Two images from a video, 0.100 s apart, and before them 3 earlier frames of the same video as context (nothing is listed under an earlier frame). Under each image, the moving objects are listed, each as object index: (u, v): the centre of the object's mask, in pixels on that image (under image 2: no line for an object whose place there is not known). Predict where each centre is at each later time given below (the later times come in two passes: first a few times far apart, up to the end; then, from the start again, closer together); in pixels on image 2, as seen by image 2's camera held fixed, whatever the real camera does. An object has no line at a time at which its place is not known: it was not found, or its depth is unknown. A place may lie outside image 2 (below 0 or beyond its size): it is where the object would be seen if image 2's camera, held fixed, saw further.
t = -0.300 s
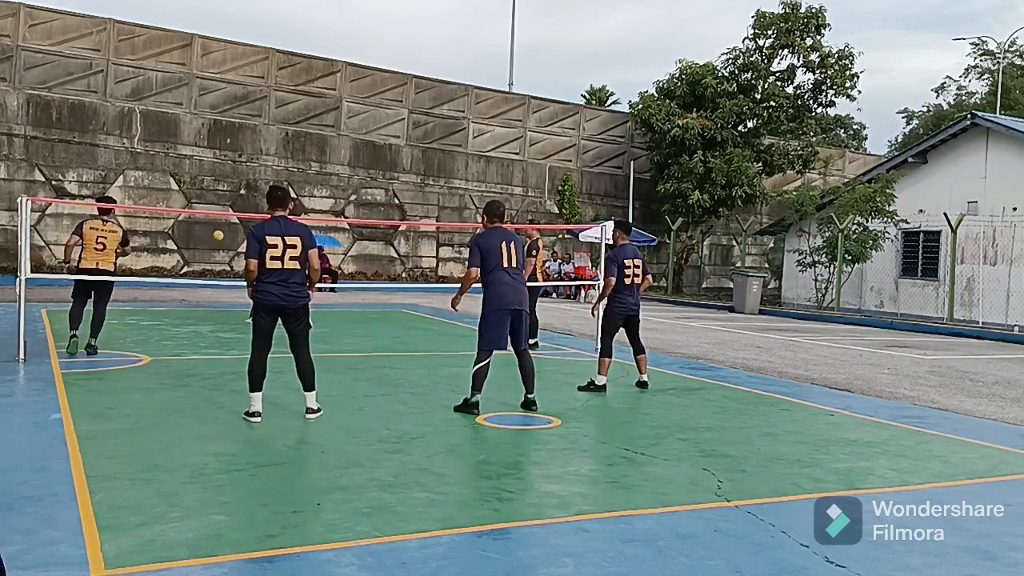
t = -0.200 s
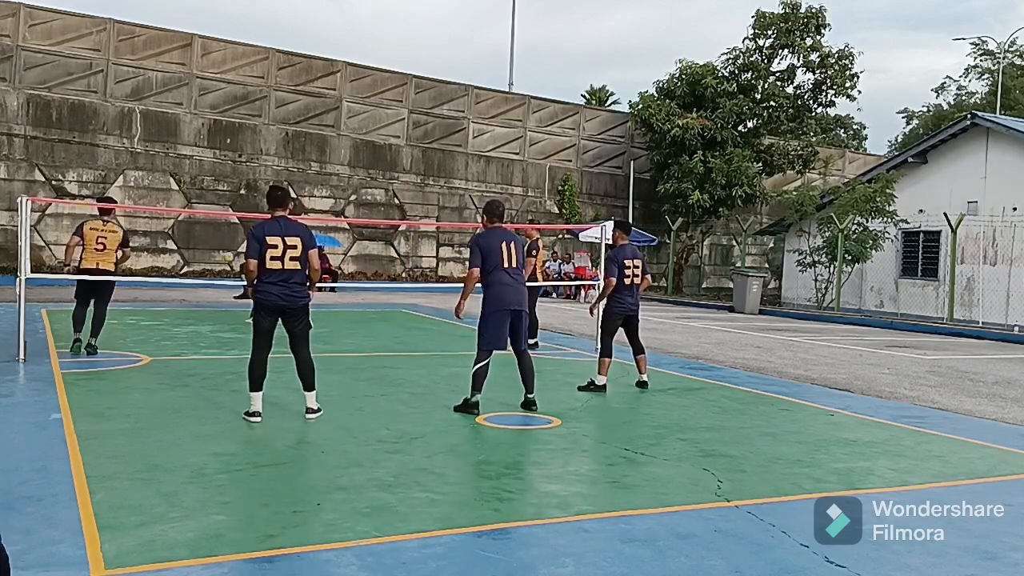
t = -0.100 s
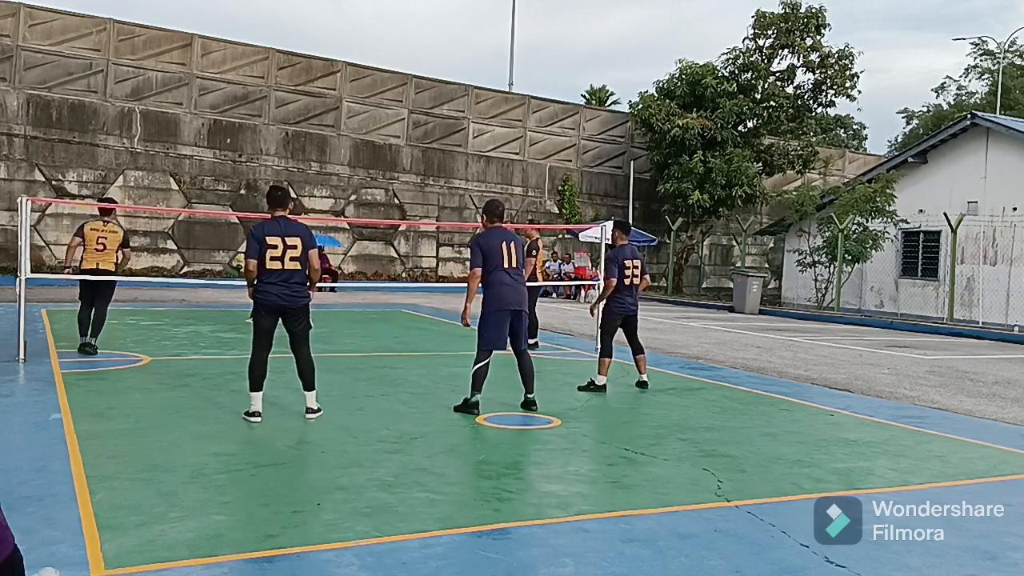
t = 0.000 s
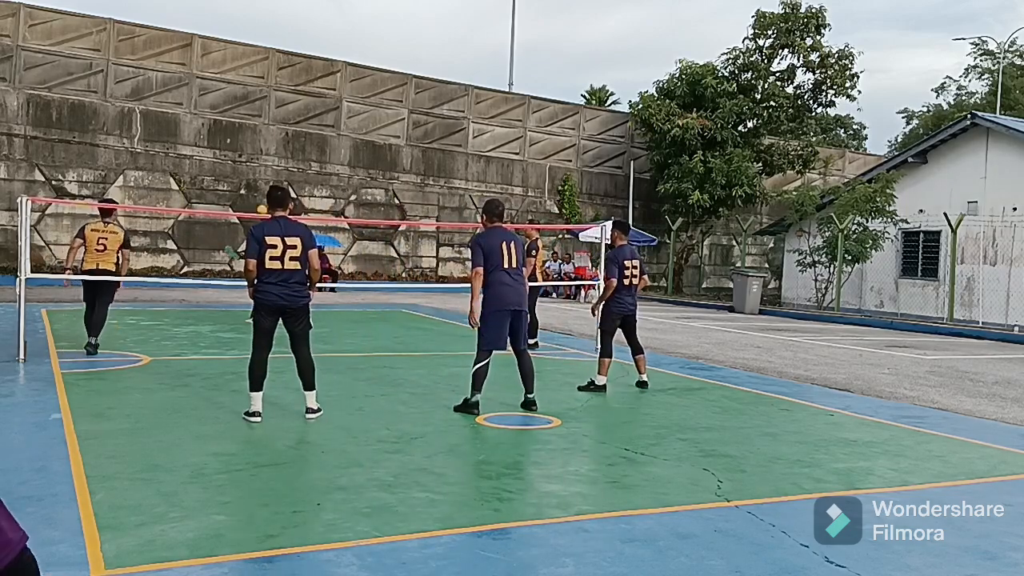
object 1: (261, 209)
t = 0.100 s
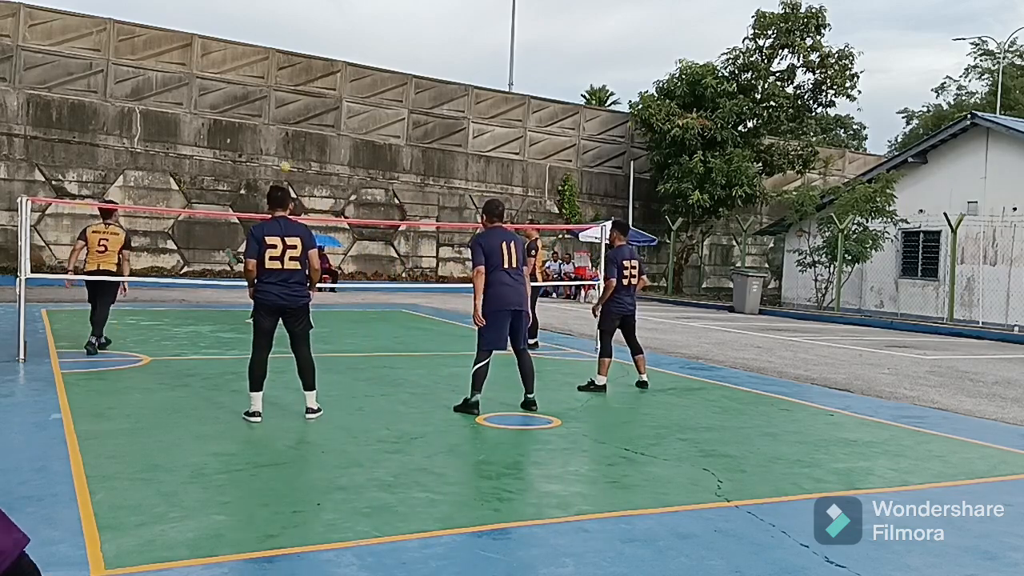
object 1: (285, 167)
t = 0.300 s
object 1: (336, 95)
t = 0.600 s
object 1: (424, 35)
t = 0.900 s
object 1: (532, 55)
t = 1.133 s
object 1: (629, 146)
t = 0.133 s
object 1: (293, 153)
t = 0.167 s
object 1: (300, 140)
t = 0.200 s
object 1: (309, 128)
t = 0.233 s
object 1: (317, 116)
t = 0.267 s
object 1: (327, 105)
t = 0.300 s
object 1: (336, 95)
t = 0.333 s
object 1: (344, 85)
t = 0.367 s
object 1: (353, 76)
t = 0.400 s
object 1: (363, 68)
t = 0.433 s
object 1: (372, 61)
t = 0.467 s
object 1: (382, 54)
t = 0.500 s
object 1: (392, 48)
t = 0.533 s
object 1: (403, 43)
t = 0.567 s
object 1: (414, 39)
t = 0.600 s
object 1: (424, 35)
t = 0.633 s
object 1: (435, 33)
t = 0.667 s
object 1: (447, 32)
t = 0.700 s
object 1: (458, 32)
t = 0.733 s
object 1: (470, 33)
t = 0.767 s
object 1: (482, 34)
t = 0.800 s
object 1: (494, 38)
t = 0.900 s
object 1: (532, 55)
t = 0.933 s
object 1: (545, 64)
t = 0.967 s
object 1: (559, 73)
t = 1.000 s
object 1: (572, 85)
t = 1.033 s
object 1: (587, 98)
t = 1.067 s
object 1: (600, 111)
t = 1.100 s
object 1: (615, 128)
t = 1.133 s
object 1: (629, 146)
